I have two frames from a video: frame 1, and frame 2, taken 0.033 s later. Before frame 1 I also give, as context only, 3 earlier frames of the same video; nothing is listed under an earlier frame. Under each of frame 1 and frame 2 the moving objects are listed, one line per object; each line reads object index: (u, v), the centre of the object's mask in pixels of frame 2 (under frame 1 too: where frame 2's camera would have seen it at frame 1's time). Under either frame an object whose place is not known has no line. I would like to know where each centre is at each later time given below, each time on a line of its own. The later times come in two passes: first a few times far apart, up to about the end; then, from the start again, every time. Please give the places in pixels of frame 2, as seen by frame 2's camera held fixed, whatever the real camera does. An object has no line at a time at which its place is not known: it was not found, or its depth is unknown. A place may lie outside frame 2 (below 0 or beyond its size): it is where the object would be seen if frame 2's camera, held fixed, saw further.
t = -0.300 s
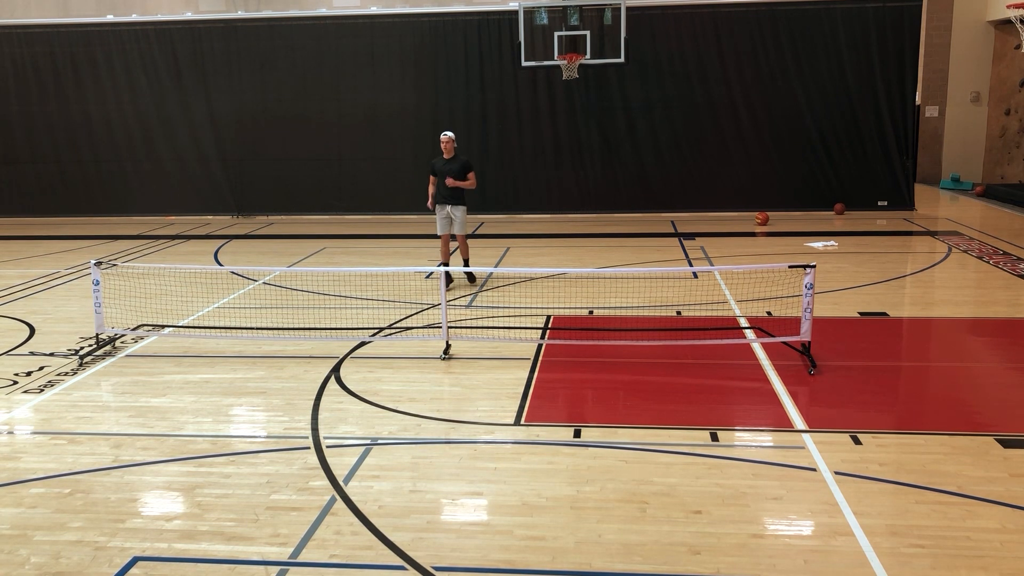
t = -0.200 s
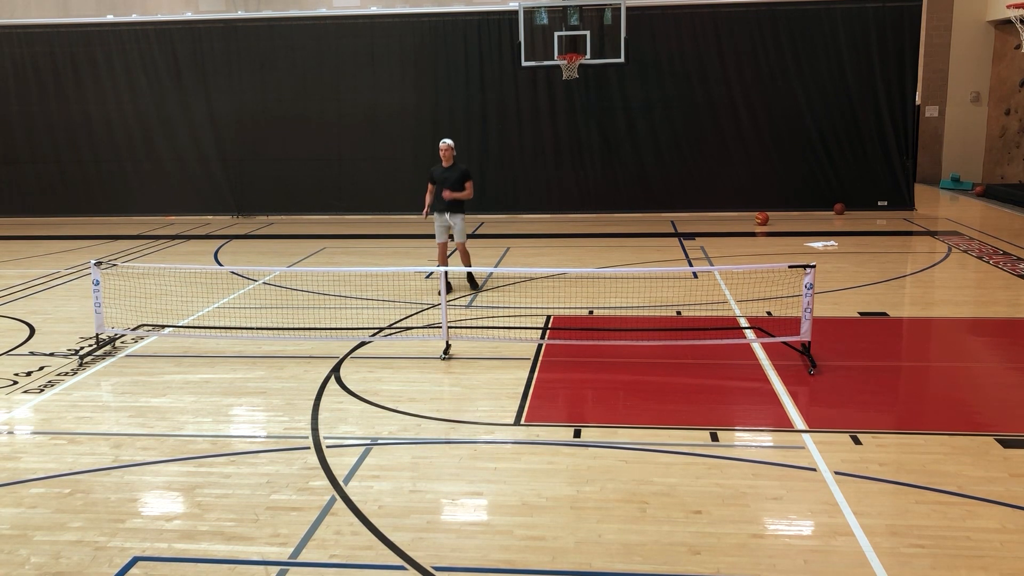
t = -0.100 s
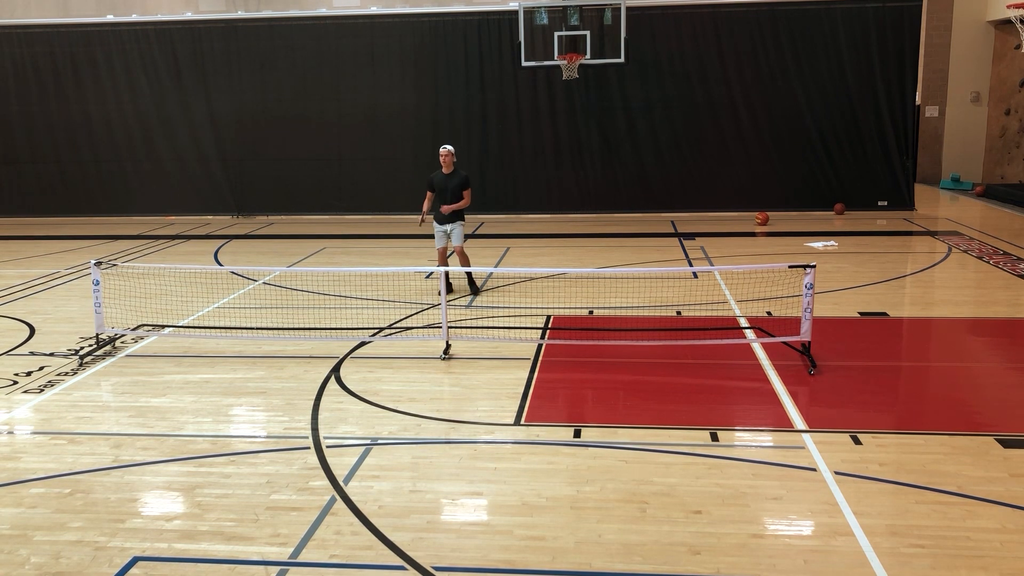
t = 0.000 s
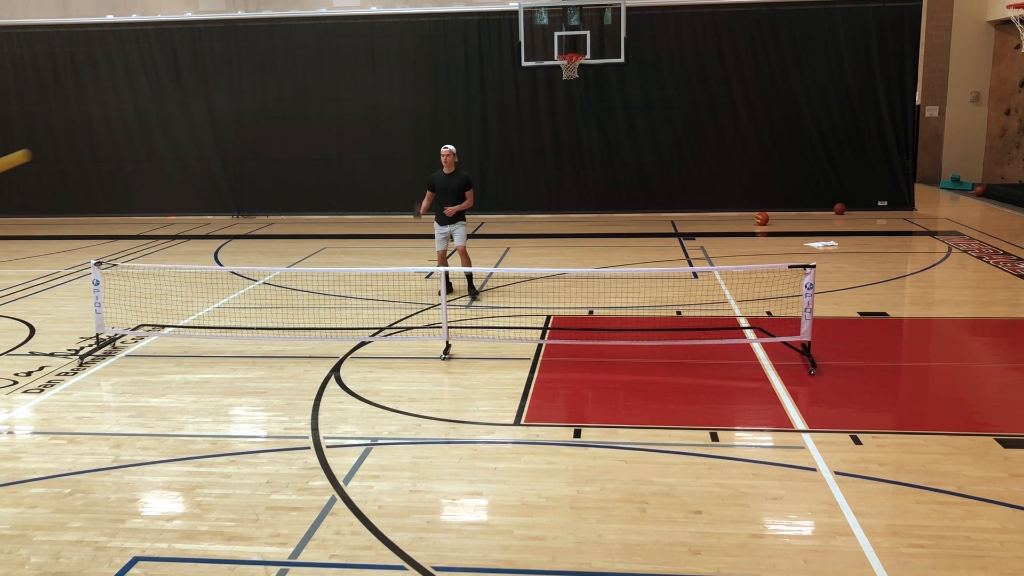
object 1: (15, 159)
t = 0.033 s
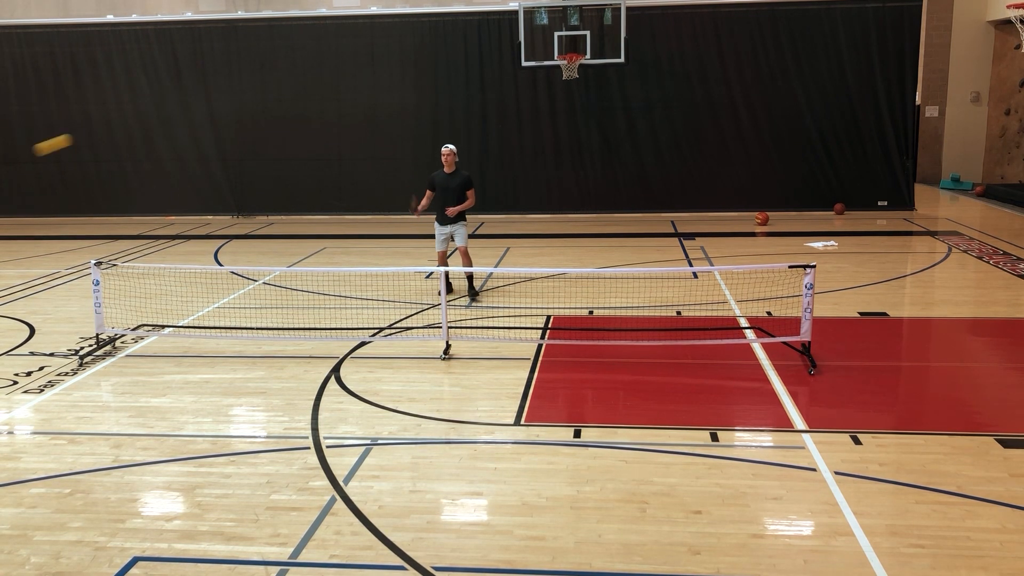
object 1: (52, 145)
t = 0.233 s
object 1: (227, 105)
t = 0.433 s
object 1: (326, 121)
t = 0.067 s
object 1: (91, 132)
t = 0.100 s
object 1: (124, 122)
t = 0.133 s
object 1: (154, 115)
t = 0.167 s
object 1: (181, 110)
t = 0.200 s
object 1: (205, 107)
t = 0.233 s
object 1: (227, 105)
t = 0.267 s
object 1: (247, 105)
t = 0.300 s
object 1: (266, 107)
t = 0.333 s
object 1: (283, 109)
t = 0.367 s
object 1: (298, 112)
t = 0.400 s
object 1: (313, 116)
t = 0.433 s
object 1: (326, 121)
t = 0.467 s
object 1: (339, 127)
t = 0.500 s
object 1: (351, 133)
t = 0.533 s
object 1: (361, 140)
